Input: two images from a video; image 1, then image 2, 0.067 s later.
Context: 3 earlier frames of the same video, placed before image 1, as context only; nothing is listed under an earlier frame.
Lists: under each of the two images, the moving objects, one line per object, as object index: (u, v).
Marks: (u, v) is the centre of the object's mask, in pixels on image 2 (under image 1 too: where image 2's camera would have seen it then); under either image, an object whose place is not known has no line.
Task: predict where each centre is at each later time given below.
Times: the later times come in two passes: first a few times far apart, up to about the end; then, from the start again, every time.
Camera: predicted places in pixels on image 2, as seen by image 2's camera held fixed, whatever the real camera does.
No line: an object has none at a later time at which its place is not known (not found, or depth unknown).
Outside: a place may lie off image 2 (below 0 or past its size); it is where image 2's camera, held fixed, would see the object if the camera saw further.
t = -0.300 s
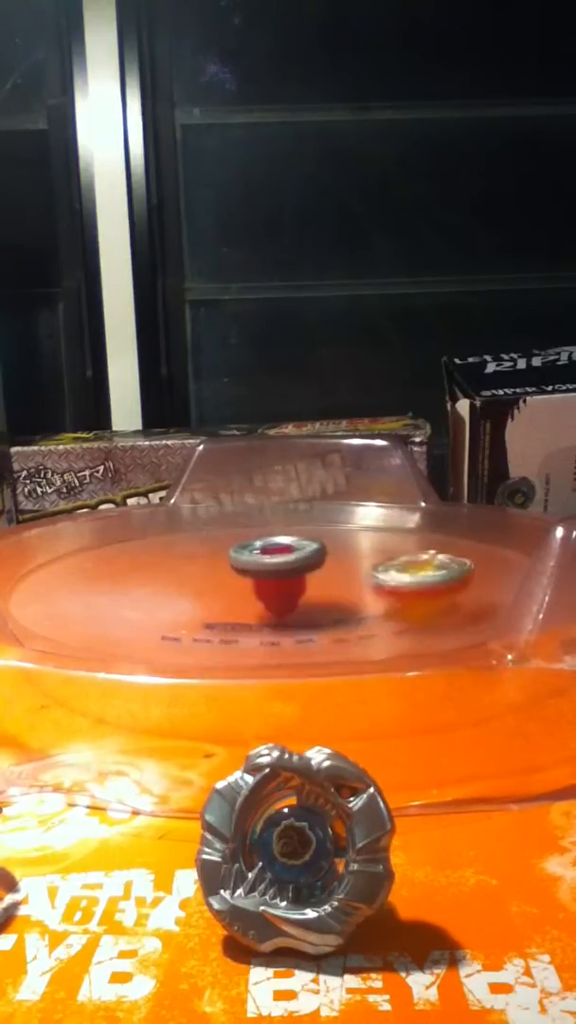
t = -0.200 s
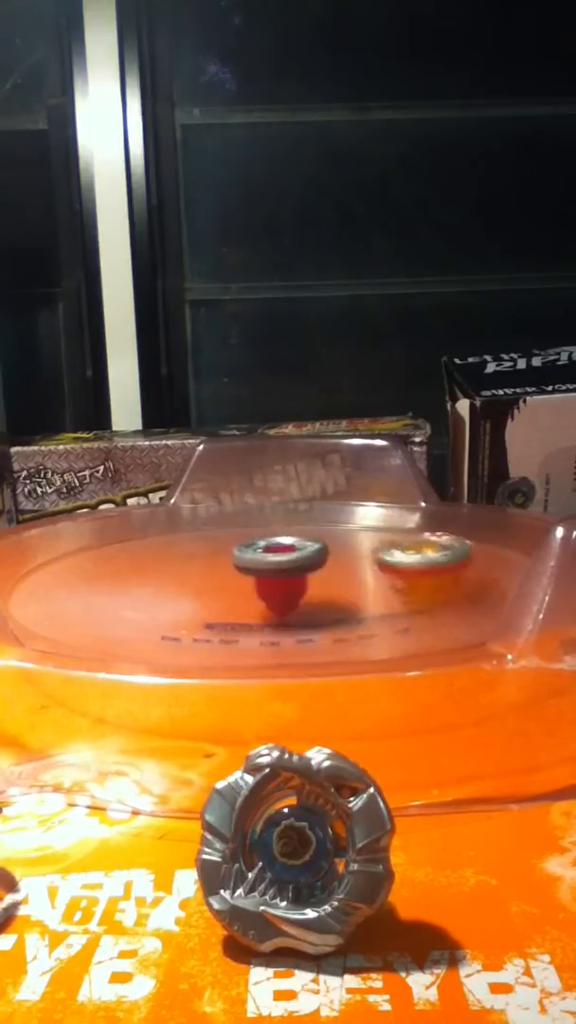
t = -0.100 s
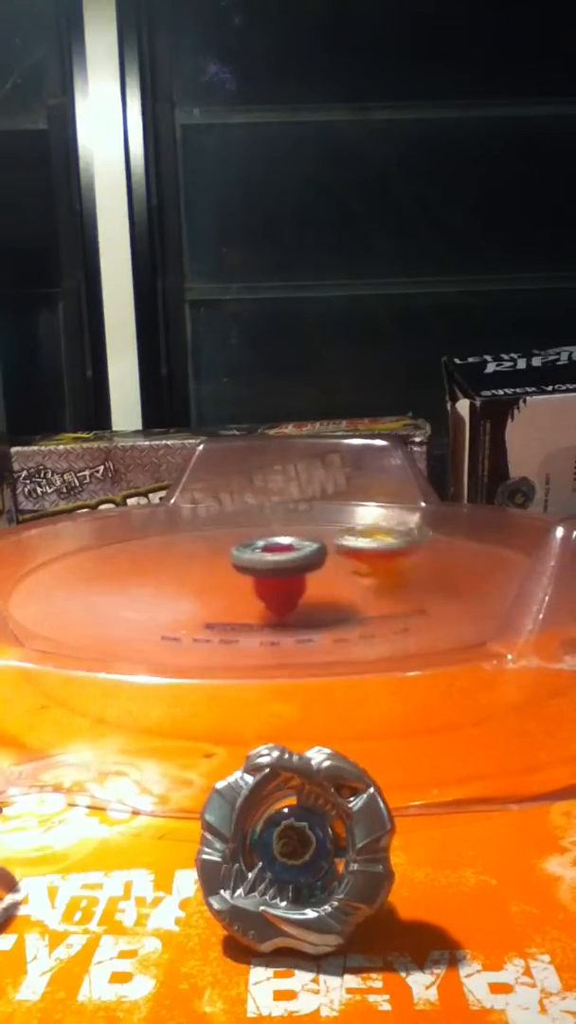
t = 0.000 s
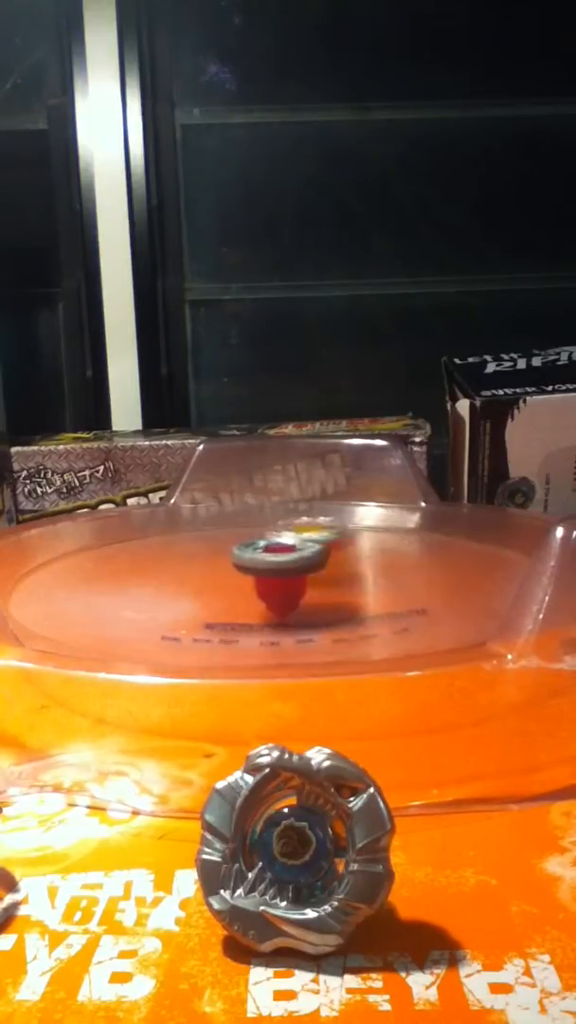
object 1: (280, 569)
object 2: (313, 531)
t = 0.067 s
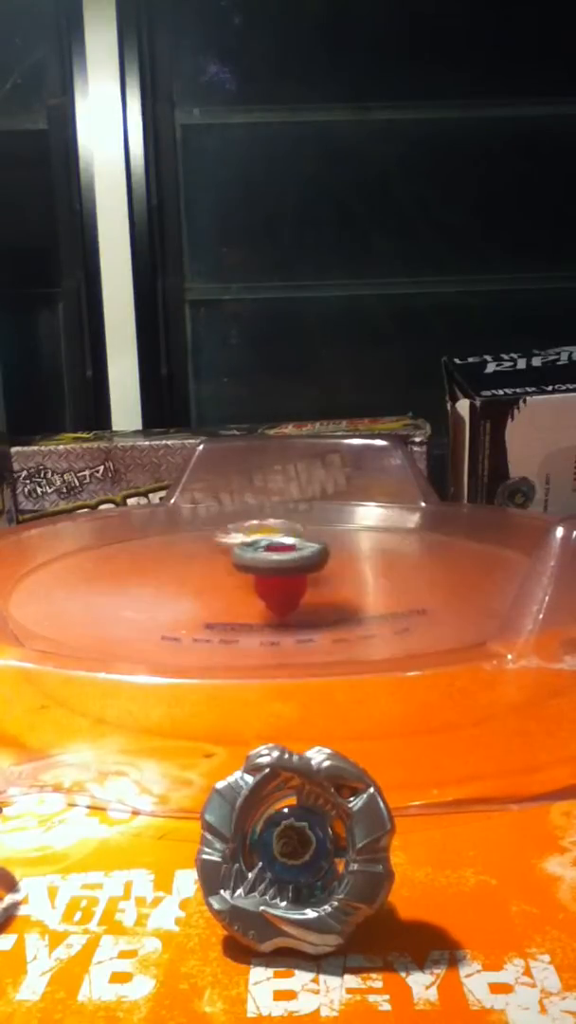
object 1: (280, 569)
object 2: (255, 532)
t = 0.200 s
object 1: (280, 568)
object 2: (176, 564)
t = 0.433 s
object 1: (284, 568)
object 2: (186, 606)
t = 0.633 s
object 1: (280, 567)
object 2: (345, 601)
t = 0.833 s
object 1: (279, 568)
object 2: (396, 574)
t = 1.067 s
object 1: (280, 568)
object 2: (271, 530)
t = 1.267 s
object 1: (278, 568)
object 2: (156, 570)
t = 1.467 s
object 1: (278, 567)
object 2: (211, 607)
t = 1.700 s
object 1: (281, 568)
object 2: (387, 590)
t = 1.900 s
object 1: (282, 568)
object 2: (390, 557)
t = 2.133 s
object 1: (281, 568)
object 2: (231, 540)
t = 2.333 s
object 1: (283, 568)
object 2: (158, 585)
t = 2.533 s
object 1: (283, 557)
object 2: (253, 612)
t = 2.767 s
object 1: (279, 568)
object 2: (404, 587)
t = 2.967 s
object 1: (279, 568)
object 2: (361, 557)
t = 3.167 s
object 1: (279, 568)
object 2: (216, 559)
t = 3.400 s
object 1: (279, 568)
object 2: (156, 594)
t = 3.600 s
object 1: (281, 556)
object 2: (296, 612)
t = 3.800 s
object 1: (282, 568)
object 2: (399, 581)
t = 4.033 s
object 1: (282, 568)
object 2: (343, 552)
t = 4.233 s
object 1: (280, 568)
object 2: (202, 563)
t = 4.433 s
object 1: (279, 568)
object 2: (187, 600)
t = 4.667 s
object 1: (277, 567)
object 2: (346, 603)
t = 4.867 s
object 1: (279, 568)
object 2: (407, 575)
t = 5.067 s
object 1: (280, 568)
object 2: (334, 544)
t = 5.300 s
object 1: (281, 568)
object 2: (178, 573)
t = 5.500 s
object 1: (282, 568)
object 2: (190, 604)
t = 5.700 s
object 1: (278, 561)
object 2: (327, 606)
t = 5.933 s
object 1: (279, 569)
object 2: (386, 572)
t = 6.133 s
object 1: (279, 569)
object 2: (306, 533)
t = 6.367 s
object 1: (280, 568)
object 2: (178, 570)
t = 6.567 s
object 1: (282, 567)
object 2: (212, 603)
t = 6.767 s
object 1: (279, 566)
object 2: (343, 602)
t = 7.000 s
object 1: (281, 568)
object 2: (399, 571)
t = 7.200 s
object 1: (280, 569)
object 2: (314, 534)
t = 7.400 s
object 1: (279, 568)
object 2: (191, 569)
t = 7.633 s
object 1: (280, 569)
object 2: (199, 604)
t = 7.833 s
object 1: (278, 565)
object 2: (328, 604)
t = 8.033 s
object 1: (281, 568)
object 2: (388, 578)
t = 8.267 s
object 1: (281, 569)
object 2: (316, 536)
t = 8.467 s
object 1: (281, 568)
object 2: (194, 564)
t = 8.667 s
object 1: (280, 568)
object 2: (184, 593)
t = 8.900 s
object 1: (276, 558)
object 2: (320, 606)
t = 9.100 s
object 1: (280, 568)
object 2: (398, 578)
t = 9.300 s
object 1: (281, 568)
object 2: (351, 555)
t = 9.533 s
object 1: (286, 574)
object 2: (210, 563)
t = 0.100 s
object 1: (281, 568)
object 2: (231, 542)
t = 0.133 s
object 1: (281, 568)
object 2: (211, 557)
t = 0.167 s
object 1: (279, 568)
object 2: (193, 559)
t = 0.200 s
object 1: (280, 568)
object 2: (176, 564)
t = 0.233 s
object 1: (282, 568)
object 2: (164, 568)
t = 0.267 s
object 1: (283, 568)
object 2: (153, 574)
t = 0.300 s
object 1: (282, 568)
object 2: (149, 581)
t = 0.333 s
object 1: (281, 568)
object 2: (149, 587)
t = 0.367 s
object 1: (281, 568)
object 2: (154, 593)
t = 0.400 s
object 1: (282, 568)
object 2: (168, 601)
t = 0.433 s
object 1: (284, 568)
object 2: (186, 606)
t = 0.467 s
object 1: (283, 567)
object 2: (208, 609)
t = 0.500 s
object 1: (283, 561)
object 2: (234, 610)
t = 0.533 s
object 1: (281, 556)
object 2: (263, 613)
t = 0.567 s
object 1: (282, 556)
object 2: (290, 611)
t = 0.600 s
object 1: (282, 558)
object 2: (316, 607)
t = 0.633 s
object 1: (280, 567)
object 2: (345, 601)
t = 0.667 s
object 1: (280, 568)
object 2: (366, 597)
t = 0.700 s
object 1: (281, 568)
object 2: (384, 591)
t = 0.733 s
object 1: (283, 568)
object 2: (397, 586)
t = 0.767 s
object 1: (283, 568)
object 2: (401, 583)
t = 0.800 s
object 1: (281, 568)
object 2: (401, 578)
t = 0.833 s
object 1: (279, 568)
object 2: (396, 574)
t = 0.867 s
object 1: (280, 568)
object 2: (388, 568)
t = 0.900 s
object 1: (281, 568)
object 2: (377, 565)
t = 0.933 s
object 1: (281, 568)
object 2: (360, 556)
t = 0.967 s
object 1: (279, 568)
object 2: (346, 556)
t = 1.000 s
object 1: (279, 568)
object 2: (333, 553)
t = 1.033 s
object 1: (279, 568)
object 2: (298, 531)
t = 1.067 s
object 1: (280, 568)
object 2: (271, 530)
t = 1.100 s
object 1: (279, 568)
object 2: (234, 536)
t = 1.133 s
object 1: (278, 569)
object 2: (217, 552)
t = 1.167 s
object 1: (278, 568)
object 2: (198, 556)
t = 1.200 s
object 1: (279, 568)
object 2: (182, 560)
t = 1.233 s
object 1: (279, 568)
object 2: (167, 564)
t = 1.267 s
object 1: (278, 568)
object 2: (156, 570)
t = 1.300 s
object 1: (277, 568)
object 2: (151, 576)
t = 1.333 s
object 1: (278, 568)
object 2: (150, 584)
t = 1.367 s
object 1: (280, 568)
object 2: (157, 593)
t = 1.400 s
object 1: (279, 568)
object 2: (169, 597)
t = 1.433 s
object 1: (278, 568)
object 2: (189, 603)
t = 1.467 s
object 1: (278, 567)
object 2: (211, 607)
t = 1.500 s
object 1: (280, 559)
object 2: (237, 610)
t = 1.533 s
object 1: (279, 556)
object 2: (264, 610)
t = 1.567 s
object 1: (279, 556)
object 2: (293, 610)
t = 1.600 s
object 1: (276, 558)
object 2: (316, 606)
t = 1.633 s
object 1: (277, 567)
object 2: (345, 602)
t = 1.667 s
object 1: (280, 568)
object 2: (369, 595)
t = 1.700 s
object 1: (281, 568)
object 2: (387, 590)
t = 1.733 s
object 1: (280, 568)
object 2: (399, 584)
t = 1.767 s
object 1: (279, 568)
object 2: (408, 580)
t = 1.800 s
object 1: (279, 568)
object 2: (410, 574)
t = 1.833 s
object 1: (281, 568)
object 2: (409, 571)
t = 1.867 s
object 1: (282, 568)
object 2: (403, 565)
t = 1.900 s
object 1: (282, 568)
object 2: (390, 557)
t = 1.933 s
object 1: (281, 568)
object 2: (375, 552)
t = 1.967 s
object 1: (280, 568)
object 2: (364, 553)
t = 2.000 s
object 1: (281, 568)
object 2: (342, 551)
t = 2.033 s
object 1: (282, 569)
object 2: (323, 539)
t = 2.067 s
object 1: (282, 569)
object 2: (288, 531)
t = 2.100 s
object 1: (281, 569)
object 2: (256, 531)
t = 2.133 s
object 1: (281, 568)
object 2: (231, 540)
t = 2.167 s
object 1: (282, 568)
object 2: (213, 562)
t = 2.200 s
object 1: (283, 568)
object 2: (196, 562)
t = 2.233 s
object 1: (283, 568)
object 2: (182, 567)
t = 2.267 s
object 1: (281, 568)
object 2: (168, 573)
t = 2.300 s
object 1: (282, 568)
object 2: (160, 578)
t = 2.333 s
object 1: (283, 568)
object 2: (158, 585)
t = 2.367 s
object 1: (283, 568)
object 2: (163, 595)
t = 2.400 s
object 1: (281, 568)
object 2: (171, 599)
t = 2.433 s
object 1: (280, 568)
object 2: (186, 603)
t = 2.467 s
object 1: (281, 568)
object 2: (206, 608)
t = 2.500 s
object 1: (284, 564)
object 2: (230, 609)
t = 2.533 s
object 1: (283, 557)
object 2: (253, 612)
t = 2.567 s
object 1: (280, 556)
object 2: (279, 611)
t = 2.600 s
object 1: (279, 557)
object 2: (307, 609)
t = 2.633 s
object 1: (278, 562)
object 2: (331, 605)
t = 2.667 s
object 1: (280, 567)
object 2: (357, 602)
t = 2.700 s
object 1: (280, 568)
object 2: (380, 596)
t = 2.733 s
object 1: (279, 568)
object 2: (393, 592)
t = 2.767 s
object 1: (279, 568)
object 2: (404, 587)
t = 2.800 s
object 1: (279, 568)
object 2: (409, 580)
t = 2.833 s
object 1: (280, 568)
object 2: (409, 575)
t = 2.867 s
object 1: (279, 568)
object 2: (403, 571)
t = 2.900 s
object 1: (278, 568)
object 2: (392, 567)
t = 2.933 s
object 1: (278, 568)
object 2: (376, 558)
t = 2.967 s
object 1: (279, 568)
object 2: (361, 557)
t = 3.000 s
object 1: (279, 568)
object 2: (346, 565)
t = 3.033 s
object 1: (278, 569)
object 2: (334, 561)
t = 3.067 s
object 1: (278, 569)
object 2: (295, 532)
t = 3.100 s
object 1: (278, 569)
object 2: (266, 532)
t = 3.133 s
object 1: (279, 568)
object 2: (230, 553)
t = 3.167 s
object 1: (279, 568)
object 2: (216, 559)
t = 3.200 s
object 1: (278, 568)
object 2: (203, 563)
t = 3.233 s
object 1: (278, 568)
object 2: (181, 564)
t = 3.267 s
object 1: (279, 568)
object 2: (166, 568)
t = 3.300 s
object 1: (280, 568)
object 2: (155, 571)
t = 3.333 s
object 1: (280, 568)
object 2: (149, 581)
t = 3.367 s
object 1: (279, 568)
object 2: (148, 585)
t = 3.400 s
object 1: (279, 568)
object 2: (156, 594)
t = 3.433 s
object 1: (280, 568)
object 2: (170, 600)
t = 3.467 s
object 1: (281, 568)
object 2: (189, 605)
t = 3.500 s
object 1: (282, 567)
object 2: (213, 607)
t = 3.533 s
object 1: (282, 559)
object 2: (237, 610)
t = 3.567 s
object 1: (280, 556)
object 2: (265, 610)
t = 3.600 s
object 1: (281, 556)
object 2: (296, 612)
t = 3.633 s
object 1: (280, 558)
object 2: (317, 606)
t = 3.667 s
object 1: (280, 566)
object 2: (345, 601)
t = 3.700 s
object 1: (281, 568)
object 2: (365, 595)
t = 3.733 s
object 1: (282, 568)
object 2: (382, 590)
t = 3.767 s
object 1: (282, 568)
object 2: (394, 586)
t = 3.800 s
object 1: (282, 568)
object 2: (399, 581)
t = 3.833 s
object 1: (282, 568)
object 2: (401, 576)
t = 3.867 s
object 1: (282, 568)
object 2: (400, 571)
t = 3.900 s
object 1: (282, 568)
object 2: (393, 568)
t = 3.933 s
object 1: (282, 568)
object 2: (385, 562)
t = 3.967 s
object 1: (282, 568)
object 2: (372, 557)
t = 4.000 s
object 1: (282, 568)
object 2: (358, 556)
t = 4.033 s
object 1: (282, 568)
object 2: (343, 552)
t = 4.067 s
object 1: (282, 567)
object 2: (325, 540)
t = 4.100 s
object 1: (281, 569)
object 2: (294, 531)
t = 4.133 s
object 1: (282, 568)
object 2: (259, 531)
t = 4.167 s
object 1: (281, 568)
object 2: (231, 541)
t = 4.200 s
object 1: (281, 568)
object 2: (218, 558)
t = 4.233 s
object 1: (280, 568)
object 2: (202, 563)
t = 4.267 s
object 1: (280, 568)
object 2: (186, 567)
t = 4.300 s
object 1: (280, 568)
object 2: (176, 573)
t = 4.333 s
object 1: (280, 568)
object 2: (171, 579)
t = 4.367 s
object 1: (280, 568)
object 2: (171, 585)
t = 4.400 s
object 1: (280, 568)
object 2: (176, 595)
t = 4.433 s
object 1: (279, 568)
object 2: (187, 600)
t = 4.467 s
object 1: (280, 568)
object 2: (203, 603)
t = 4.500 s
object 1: (281, 565)
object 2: (224, 609)
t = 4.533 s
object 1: (280, 557)
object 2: (247, 609)
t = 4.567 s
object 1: (278, 556)
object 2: (273, 610)
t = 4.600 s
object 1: (278, 556)
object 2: (297, 609)
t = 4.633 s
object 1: (276, 559)
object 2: (322, 606)
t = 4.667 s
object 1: (277, 567)
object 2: (346, 603)
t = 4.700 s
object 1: (279, 568)
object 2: (366, 598)
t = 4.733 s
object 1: (279, 569)
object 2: (384, 591)
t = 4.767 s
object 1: (279, 568)
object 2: (397, 588)
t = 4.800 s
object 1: (279, 568)
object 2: (405, 585)
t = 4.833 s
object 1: (279, 568)
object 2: (408, 579)
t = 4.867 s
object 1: (279, 568)
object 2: (407, 575)
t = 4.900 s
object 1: (279, 568)
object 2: (401, 571)
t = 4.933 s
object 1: (280, 568)
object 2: (391, 565)
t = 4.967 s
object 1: (280, 568)
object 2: (379, 563)
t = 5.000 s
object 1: (280, 568)
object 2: (363, 561)
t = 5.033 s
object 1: (280, 568)
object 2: (346, 556)
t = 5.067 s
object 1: (280, 568)
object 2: (334, 544)
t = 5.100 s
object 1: (280, 569)
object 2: (295, 533)
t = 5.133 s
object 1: (279, 568)
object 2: (267, 534)
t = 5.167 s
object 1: (281, 568)
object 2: (231, 560)
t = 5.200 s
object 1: (281, 569)
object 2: (219, 565)
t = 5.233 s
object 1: (281, 569)
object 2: (206, 568)
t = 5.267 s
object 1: (281, 568)
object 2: (190, 569)
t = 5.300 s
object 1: (281, 568)
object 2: (178, 573)
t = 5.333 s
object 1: (282, 568)
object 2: (170, 578)
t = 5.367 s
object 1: (282, 568)
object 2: (164, 581)
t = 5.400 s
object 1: (282, 568)
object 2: (162, 587)
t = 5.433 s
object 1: (282, 568)
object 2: (167, 595)
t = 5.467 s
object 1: (282, 568)
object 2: (175, 598)
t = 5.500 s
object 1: (282, 568)
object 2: (190, 604)
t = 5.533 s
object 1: (282, 568)
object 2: (206, 605)
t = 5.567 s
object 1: (283, 565)
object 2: (229, 609)
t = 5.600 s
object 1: (282, 556)
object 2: (253, 610)
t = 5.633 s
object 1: (281, 556)
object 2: (279, 609)
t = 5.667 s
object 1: (280, 557)
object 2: (305, 608)
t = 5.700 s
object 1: (278, 561)
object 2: (327, 606)
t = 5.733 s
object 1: (279, 567)
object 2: (349, 601)
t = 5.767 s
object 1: (280, 568)
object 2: (365, 595)
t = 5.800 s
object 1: (280, 568)
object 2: (379, 592)
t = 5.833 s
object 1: (280, 569)
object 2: (386, 585)
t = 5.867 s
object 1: (280, 569)
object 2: (390, 581)
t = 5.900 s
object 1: (280, 569)
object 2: (390, 577)
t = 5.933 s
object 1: (279, 569)
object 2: (386, 572)
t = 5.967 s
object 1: (279, 569)
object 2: (377, 565)
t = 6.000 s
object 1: (279, 569)
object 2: (367, 563)
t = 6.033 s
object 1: (279, 569)
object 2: (357, 563)
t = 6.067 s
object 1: (279, 569)
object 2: (343, 561)
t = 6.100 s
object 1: (279, 569)
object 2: (333, 558)
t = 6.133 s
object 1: (279, 569)
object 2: (306, 533)
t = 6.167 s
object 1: (279, 569)
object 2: (279, 531)
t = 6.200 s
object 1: (279, 569)
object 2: (250, 535)
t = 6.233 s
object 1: (279, 569)
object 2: (229, 555)
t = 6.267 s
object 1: (279, 568)
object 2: (216, 560)
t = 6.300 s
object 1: (280, 569)
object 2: (203, 565)
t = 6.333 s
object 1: (279, 568)
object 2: (189, 565)
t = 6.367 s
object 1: (280, 568)
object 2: (178, 570)
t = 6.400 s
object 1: (280, 568)
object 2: (172, 577)
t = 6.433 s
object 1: (280, 568)
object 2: (171, 583)
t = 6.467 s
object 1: (280, 568)
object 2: (174, 590)
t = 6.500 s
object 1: (281, 568)
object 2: (180, 595)
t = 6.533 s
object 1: (281, 568)
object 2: (193, 601)
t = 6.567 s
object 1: (282, 567)
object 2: (212, 603)
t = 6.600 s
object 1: (283, 564)
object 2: (233, 608)
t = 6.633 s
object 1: (282, 555)
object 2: (253, 608)
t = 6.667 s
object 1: (281, 555)
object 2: (276, 607)
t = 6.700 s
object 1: (280, 556)
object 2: (299, 607)
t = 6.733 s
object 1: (279, 558)
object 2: (320, 606)
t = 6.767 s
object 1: (279, 566)
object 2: (343, 602)
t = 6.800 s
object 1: (281, 568)
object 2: (362, 596)
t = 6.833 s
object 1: (282, 568)
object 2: (379, 591)
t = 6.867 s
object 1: (282, 568)
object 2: (391, 587)
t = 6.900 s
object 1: (282, 568)
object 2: (401, 584)
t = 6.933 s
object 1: (281, 568)
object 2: (404, 578)
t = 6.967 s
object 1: (281, 568)
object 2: (404, 575)
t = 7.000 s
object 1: (281, 568)
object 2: (399, 571)
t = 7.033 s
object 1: (281, 568)
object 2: (393, 565)
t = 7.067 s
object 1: (281, 568)
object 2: (377, 556)
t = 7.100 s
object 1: (281, 568)
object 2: (365, 556)
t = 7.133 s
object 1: (281, 568)
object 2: (349, 561)
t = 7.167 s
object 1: (280, 568)
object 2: (338, 562)
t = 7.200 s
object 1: (280, 569)
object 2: (314, 534)
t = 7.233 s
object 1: (279, 568)
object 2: (284, 532)
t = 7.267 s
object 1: (280, 569)
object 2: (253, 537)
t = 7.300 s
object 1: (280, 569)
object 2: (229, 561)
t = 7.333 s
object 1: (279, 568)
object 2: (218, 568)
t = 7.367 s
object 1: (279, 569)
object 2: (207, 572)
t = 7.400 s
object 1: (279, 568)
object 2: (191, 569)
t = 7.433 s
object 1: (279, 568)
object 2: (182, 574)
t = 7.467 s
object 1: (279, 569)
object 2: (175, 580)
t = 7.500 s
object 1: (279, 569)
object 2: (171, 584)
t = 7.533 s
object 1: (279, 569)
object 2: (171, 592)
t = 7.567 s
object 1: (279, 569)
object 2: (176, 597)
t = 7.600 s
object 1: (279, 569)
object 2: (184, 600)
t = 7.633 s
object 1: (280, 569)
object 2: (199, 604)
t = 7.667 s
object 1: (281, 567)
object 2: (218, 608)
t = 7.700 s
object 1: (281, 561)
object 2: (238, 608)
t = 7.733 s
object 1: (280, 556)
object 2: (259, 610)
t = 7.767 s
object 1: (279, 556)
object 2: (284, 609)
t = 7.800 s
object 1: (279, 557)
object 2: (307, 608)
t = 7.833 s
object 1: (278, 565)
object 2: (328, 604)
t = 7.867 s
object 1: (279, 567)
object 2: (347, 601)
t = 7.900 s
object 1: (281, 568)
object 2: (364, 595)
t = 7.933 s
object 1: (281, 568)
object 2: (377, 590)
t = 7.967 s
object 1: (281, 568)
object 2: (385, 584)
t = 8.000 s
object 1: (281, 568)
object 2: (389, 582)
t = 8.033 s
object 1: (281, 568)
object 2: (388, 578)
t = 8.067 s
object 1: (281, 568)
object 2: (385, 573)
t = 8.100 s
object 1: (281, 568)
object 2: (377, 569)
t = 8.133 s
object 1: (281, 568)
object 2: (368, 566)
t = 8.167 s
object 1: (281, 568)
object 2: (355, 564)
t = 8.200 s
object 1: (282, 568)
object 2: (345, 561)
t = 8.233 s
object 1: (281, 568)
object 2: (335, 563)
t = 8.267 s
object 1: (281, 569)
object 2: (316, 536)
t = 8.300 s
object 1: (281, 568)
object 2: (281, 532)
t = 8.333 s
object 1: (282, 568)
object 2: (253, 534)
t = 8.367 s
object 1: (282, 568)
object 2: (232, 554)
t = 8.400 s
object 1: (281, 568)
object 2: (220, 561)
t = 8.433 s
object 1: (281, 568)
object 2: (208, 563)
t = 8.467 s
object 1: (281, 568)
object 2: (194, 564)
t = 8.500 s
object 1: (280, 568)
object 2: (183, 568)
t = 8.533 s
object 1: (280, 568)
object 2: (176, 573)
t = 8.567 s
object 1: (280, 568)
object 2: (172, 579)
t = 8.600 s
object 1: (280, 568)
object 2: (172, 584)
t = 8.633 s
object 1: (280, 568)
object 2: (177, 591)
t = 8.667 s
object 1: (280, 568)
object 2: (184, 593)
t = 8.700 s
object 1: (280, 568)
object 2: (199, 599)
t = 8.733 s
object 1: (281, 566)
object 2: (216, 602)
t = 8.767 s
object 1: (282, 563)
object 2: (234, 605)
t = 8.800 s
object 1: (279, 555)
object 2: (256, 608)
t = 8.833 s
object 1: (278, 555)
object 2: (277, 605)
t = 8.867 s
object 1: (278, 555)
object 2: (298, 606)
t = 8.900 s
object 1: (276, 558)
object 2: (320, 606)
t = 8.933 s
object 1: (277, 566)
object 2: (340, 600)
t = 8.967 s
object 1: (279, 568)
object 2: (358, 596)
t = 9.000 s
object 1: (279, 568)
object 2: (374, 590)
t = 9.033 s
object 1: (279, 568)
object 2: (386, 586)
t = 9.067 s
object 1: (279, 568)
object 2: (394, 584)
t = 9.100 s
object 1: (280, 568)
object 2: (398, 578)
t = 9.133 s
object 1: (280, 568)
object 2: (398, 573)
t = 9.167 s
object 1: (280, 568)
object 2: (393, 566)
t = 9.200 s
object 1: (280, 568)
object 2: (385, 565)
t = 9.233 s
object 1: (281, 568)
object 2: (374, 559)
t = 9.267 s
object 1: (280, 568)
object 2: (362, 557)
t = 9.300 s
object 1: (281, 568)
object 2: (351, 555)
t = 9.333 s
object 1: (281, 568)
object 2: (341, 554)
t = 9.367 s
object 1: (280, 569)
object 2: (321, 537)
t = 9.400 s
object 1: (280, 569)
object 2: (296, 533)
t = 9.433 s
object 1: (280, 569)
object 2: (262, 536)
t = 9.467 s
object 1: (279, 570)
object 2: (230, 560)
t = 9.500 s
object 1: (281, 569)
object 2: (225, 562)
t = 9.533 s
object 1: (286, 574)
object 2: (210, 563)
